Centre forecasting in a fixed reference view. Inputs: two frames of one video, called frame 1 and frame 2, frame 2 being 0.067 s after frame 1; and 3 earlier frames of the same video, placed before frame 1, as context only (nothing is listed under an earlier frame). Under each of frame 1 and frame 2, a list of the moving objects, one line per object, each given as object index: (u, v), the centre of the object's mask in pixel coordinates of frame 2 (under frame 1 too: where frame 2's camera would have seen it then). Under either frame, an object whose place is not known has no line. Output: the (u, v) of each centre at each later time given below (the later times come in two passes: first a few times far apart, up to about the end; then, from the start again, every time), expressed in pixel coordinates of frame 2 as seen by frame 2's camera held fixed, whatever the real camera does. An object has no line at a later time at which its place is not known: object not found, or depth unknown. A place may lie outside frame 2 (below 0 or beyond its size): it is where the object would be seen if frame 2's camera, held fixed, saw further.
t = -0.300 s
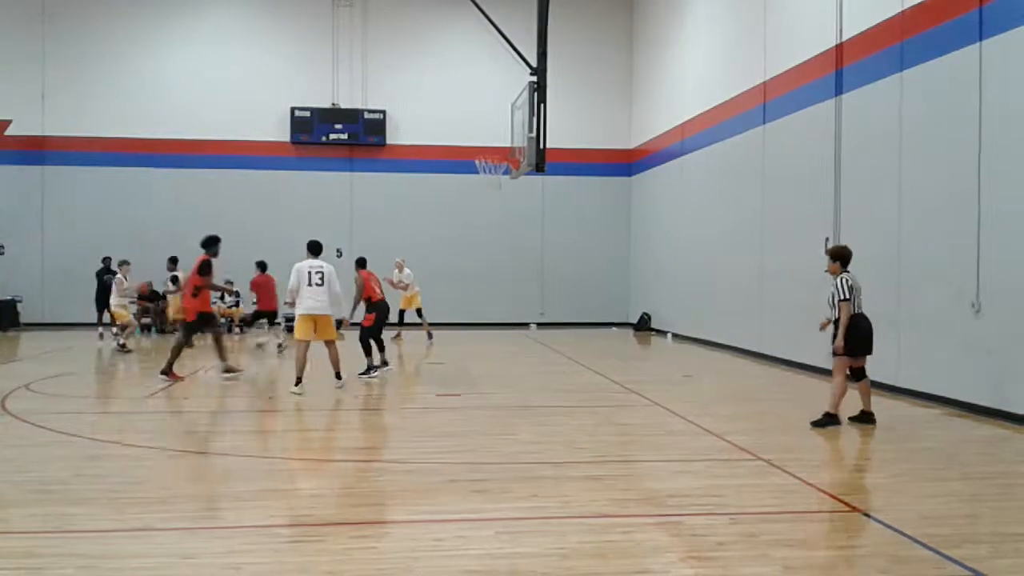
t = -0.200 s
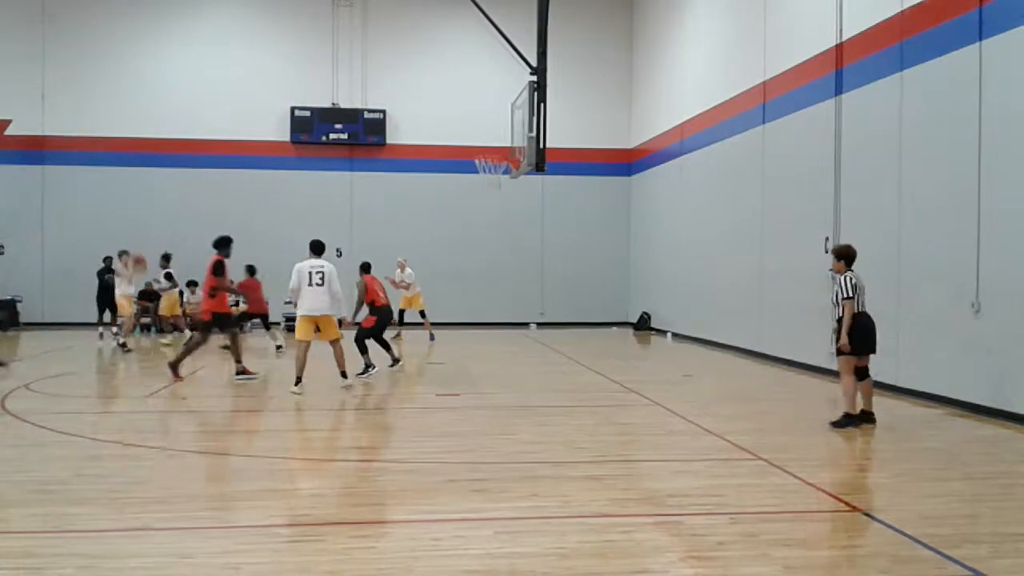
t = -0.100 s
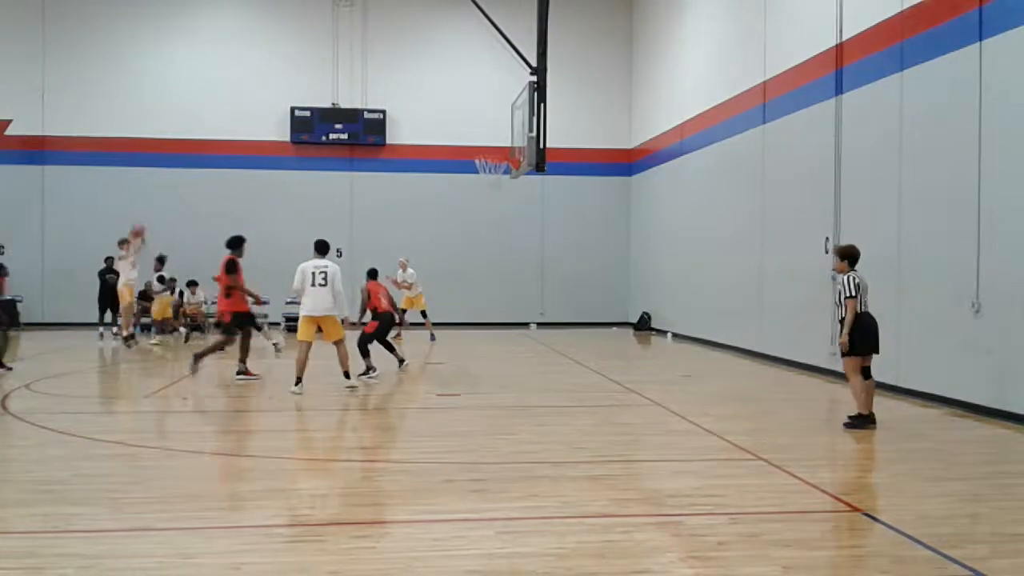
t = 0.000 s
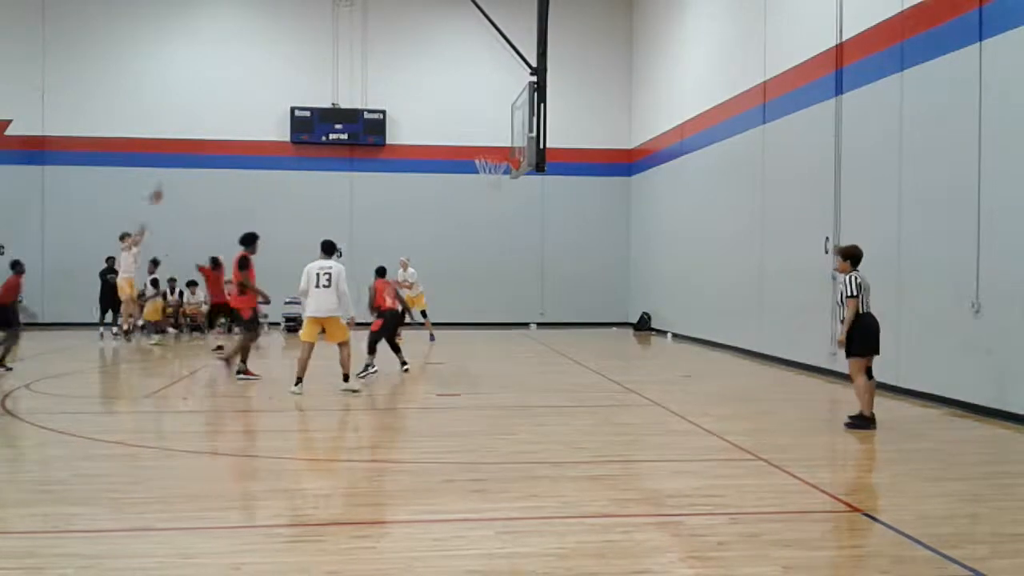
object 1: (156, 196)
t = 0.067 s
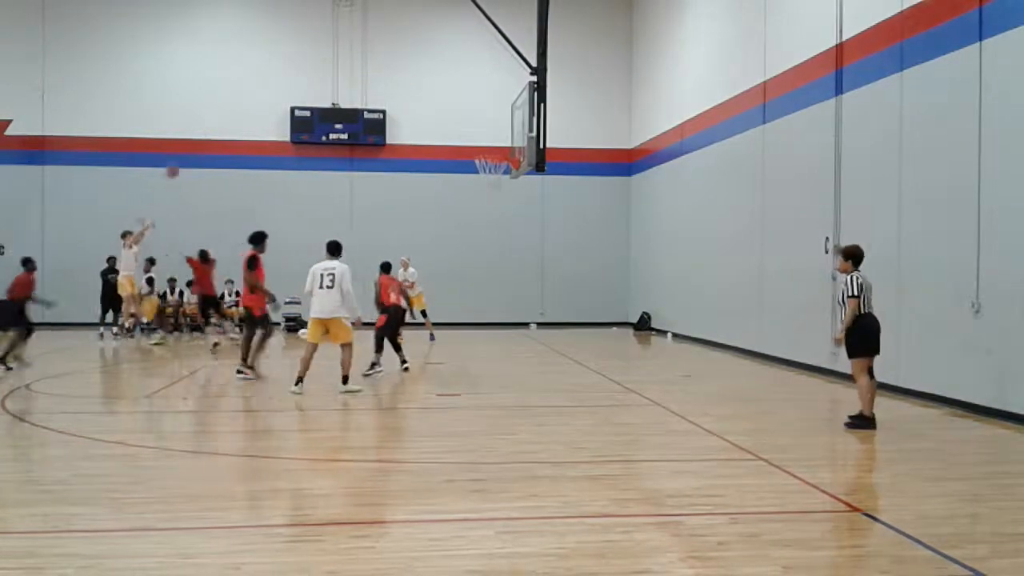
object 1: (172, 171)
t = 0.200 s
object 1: (205, 130)
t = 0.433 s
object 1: (265, 79)
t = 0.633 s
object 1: (319, 60)
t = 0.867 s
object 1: (388, 67)
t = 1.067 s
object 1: (451, 101)
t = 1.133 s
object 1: (472, 119)
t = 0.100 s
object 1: (180, 160)
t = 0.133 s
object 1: (187, 146)
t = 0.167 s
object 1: (197, 136)
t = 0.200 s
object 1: (205, 130)
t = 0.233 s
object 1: (213, 121)
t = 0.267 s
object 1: (221, 113)
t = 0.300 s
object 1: (230, 104)
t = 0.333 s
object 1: (238, 97)
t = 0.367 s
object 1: (247, 91)
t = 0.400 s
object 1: (256, 85)
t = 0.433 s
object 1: (265, 79)
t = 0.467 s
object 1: (273, 74)
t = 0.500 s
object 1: (283, 71)
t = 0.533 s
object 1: (291, 67)
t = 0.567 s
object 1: (300, 64)
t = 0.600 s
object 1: (310, 61)
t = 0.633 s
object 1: (319, 60)
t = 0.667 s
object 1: (329, 58)
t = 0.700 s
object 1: (338, 58)
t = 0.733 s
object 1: (348, 58)
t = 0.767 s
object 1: (358, 60)
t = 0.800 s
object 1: (368, 62)
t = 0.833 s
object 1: (378, 64)
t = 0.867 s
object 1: (388, 67)
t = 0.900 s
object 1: (398, 71)
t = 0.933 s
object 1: (408, 75)
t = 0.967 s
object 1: (419, 81)
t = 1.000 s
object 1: (429, 86)
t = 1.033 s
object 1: (440, 94)
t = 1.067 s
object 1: (451, 101)
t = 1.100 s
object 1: (461, 110)
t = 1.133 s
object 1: (472, 119)
